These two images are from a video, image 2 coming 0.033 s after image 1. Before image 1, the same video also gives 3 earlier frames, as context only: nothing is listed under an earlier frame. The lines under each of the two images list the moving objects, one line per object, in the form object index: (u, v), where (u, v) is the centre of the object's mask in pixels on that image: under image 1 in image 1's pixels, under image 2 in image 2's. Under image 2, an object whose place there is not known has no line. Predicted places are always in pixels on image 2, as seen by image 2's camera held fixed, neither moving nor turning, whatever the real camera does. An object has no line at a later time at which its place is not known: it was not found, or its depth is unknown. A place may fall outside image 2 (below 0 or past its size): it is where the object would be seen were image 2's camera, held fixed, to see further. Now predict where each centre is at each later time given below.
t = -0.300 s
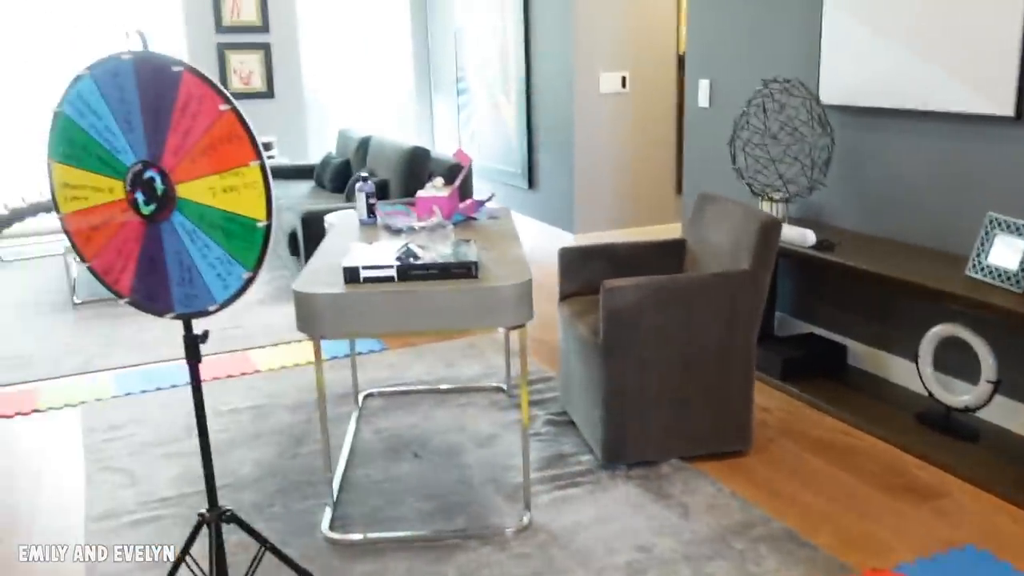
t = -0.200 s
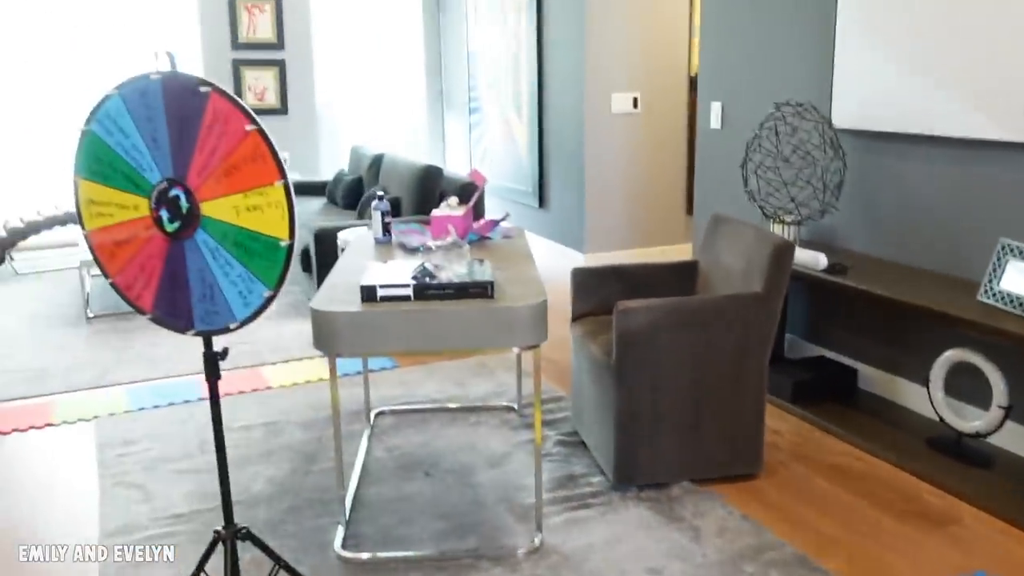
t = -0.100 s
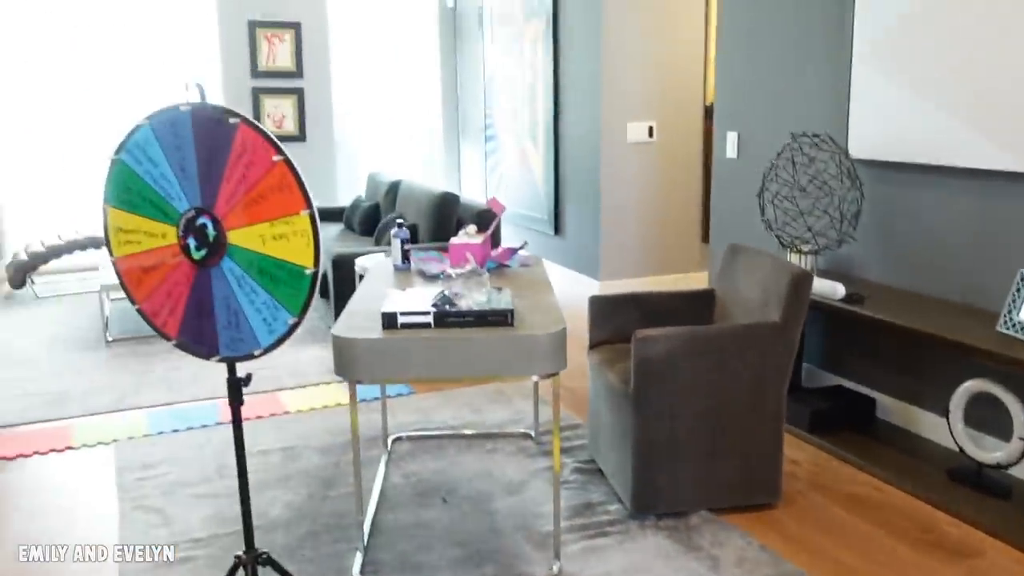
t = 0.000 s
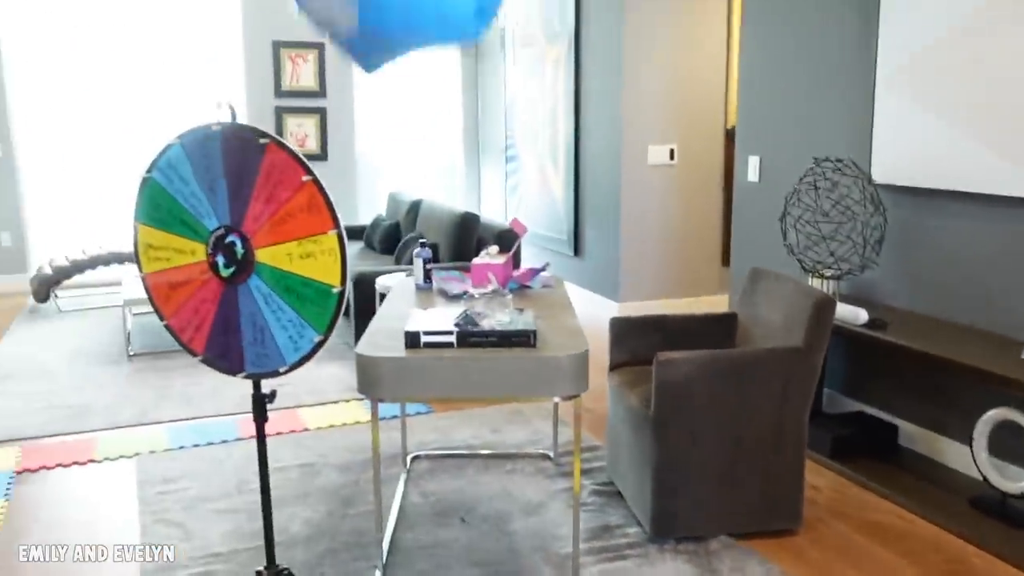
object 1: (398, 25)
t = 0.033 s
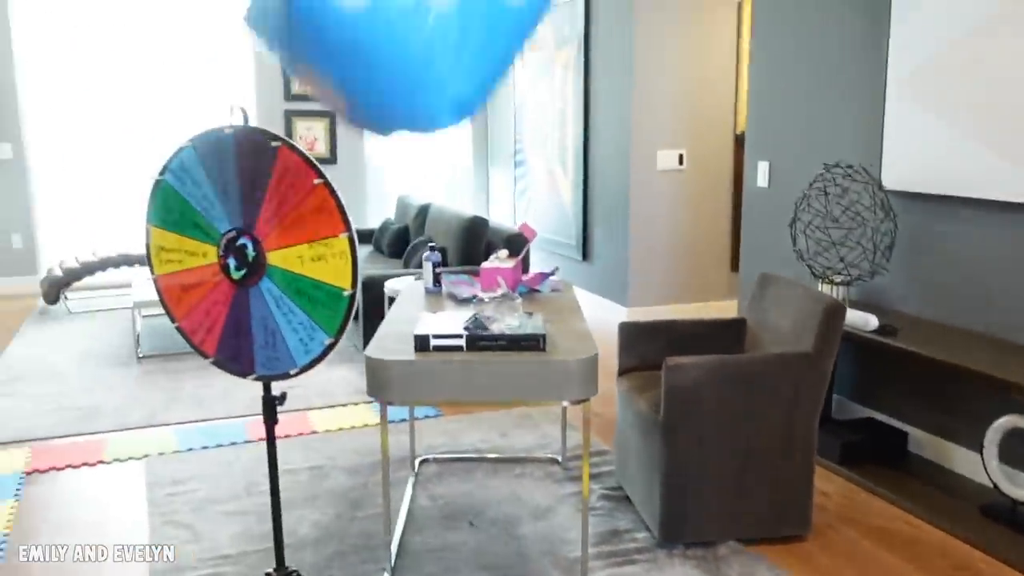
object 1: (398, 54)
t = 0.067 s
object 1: (394, 93)
